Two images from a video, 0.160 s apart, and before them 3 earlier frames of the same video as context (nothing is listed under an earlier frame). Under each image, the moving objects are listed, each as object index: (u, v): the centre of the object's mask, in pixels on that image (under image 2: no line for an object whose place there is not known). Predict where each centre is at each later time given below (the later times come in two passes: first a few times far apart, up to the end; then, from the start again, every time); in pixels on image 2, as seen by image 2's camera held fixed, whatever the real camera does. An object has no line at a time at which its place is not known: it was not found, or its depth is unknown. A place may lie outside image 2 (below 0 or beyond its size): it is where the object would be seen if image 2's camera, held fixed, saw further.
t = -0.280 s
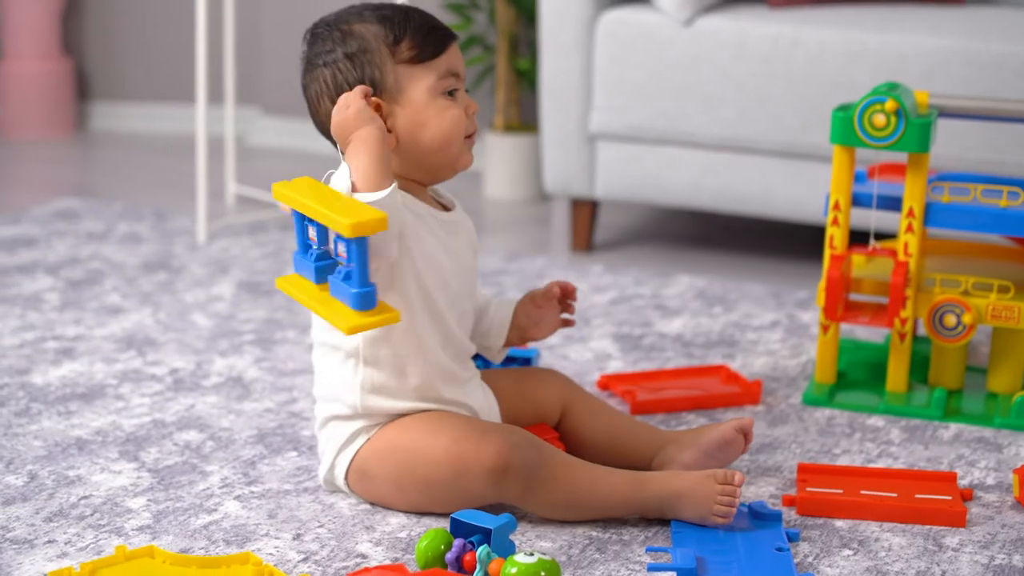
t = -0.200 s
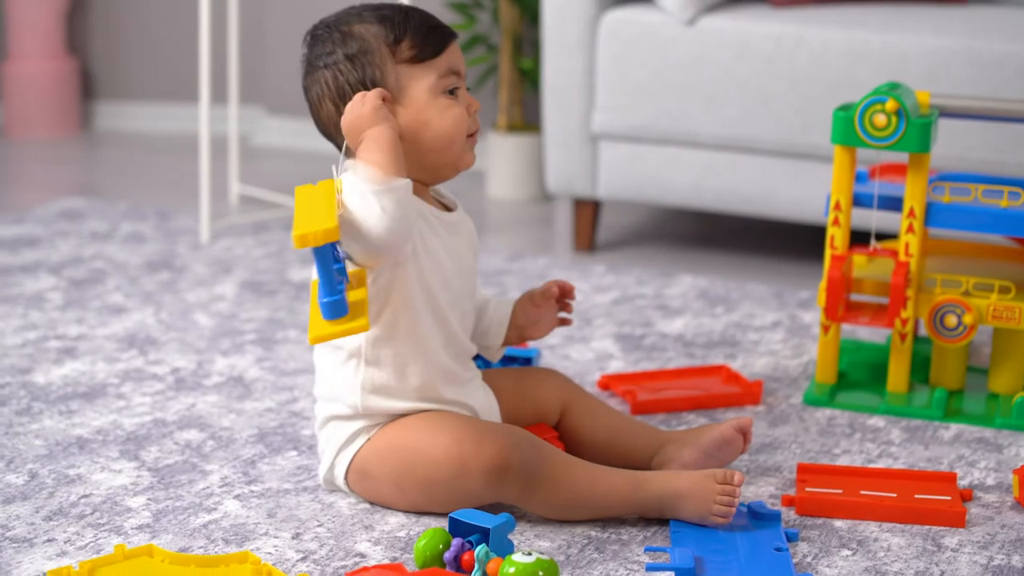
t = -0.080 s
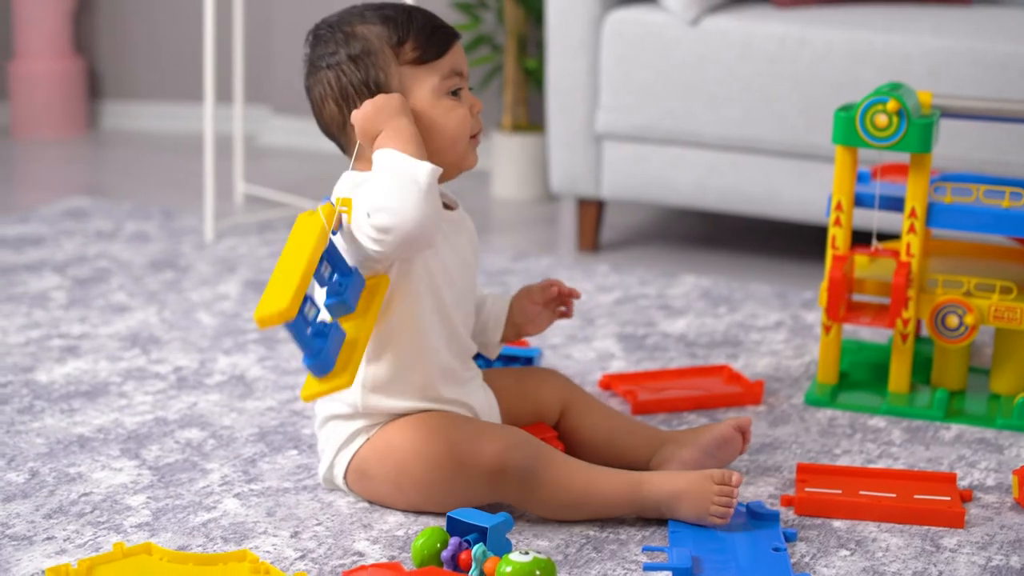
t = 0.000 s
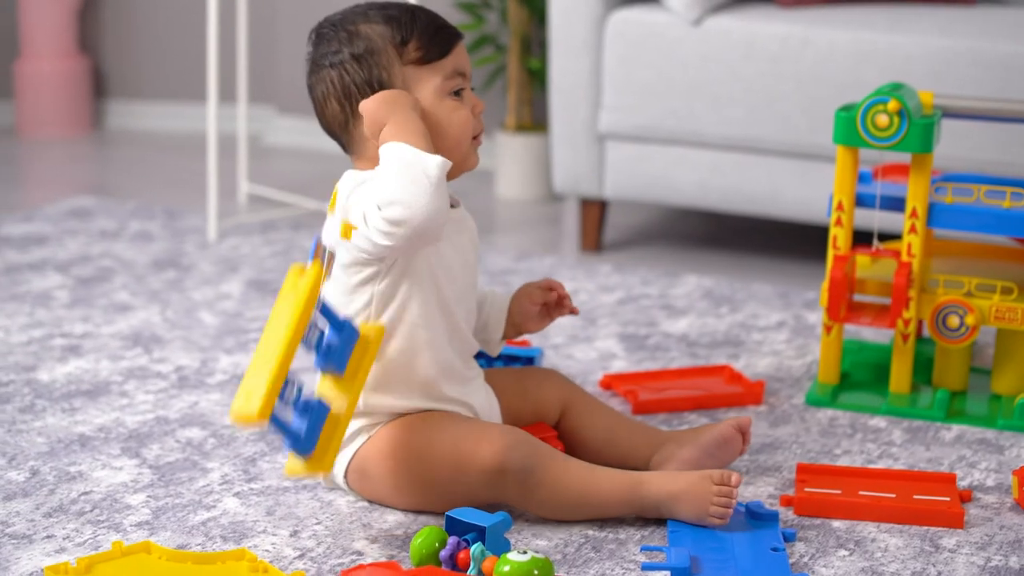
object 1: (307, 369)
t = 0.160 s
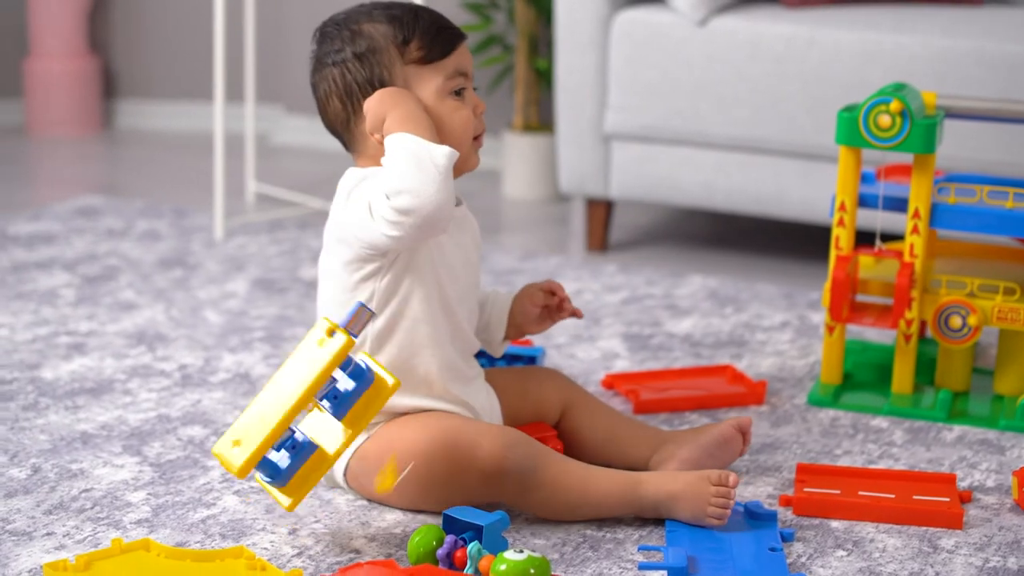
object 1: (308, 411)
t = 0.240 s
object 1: (318, 460)
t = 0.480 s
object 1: (374, 531)
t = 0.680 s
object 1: (371, 531)
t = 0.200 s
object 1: (313, 426)
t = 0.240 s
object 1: (318, 460)
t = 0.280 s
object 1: (326, 501)
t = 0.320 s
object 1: (343, 527)
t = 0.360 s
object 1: (352, 526)
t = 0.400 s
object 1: (354, 528)
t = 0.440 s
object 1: (374, 532)
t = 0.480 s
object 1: (374, 531)
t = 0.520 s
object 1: (373, 531)
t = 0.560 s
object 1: (372, 531)
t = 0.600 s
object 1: (371, 532)
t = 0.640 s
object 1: (371, 532)
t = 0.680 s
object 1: (371, 531)
